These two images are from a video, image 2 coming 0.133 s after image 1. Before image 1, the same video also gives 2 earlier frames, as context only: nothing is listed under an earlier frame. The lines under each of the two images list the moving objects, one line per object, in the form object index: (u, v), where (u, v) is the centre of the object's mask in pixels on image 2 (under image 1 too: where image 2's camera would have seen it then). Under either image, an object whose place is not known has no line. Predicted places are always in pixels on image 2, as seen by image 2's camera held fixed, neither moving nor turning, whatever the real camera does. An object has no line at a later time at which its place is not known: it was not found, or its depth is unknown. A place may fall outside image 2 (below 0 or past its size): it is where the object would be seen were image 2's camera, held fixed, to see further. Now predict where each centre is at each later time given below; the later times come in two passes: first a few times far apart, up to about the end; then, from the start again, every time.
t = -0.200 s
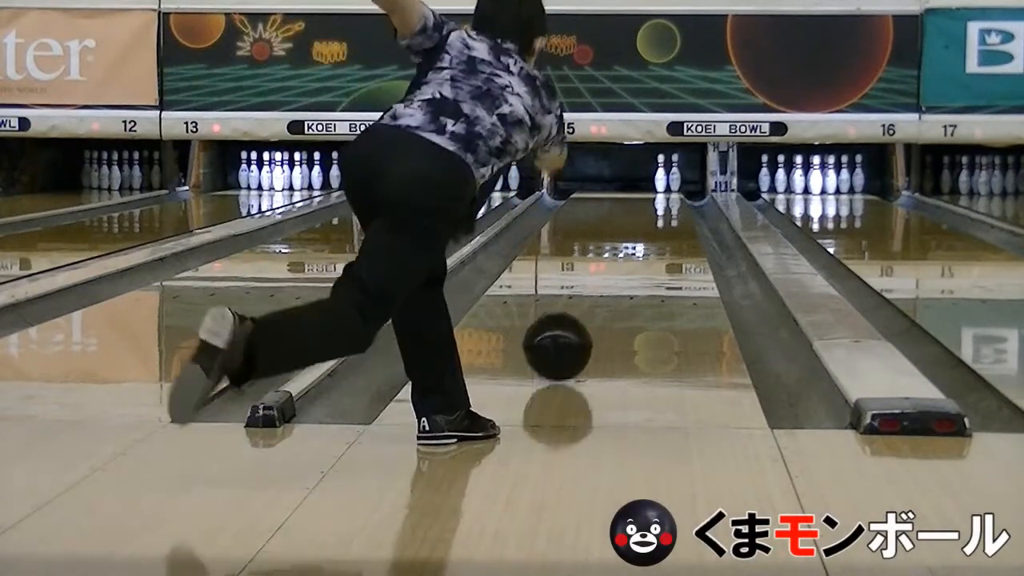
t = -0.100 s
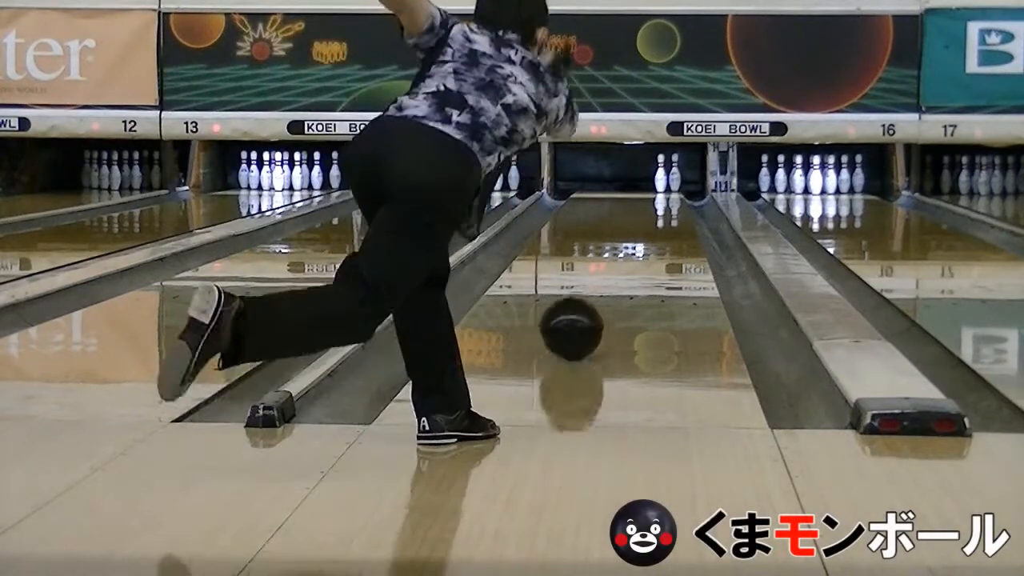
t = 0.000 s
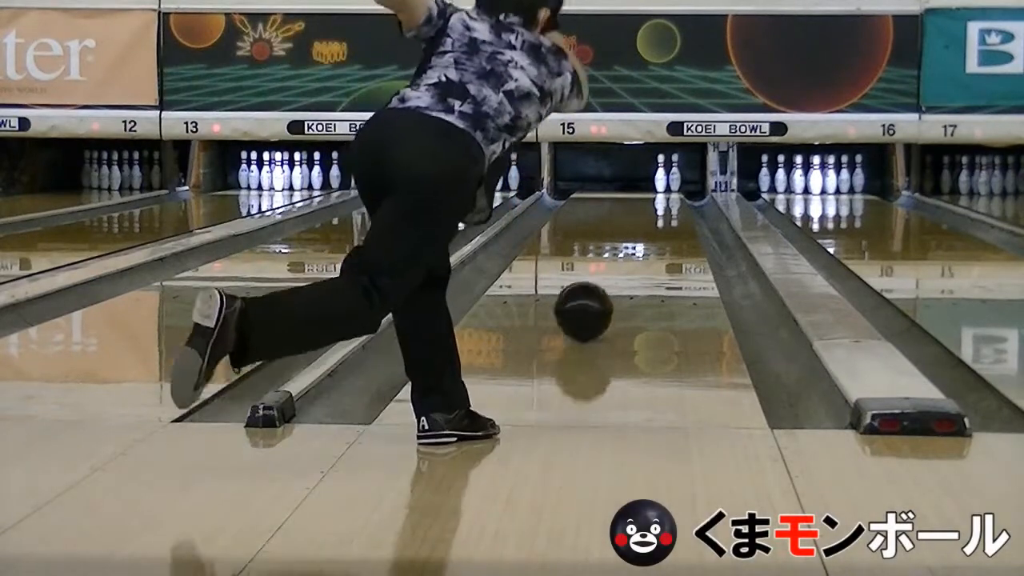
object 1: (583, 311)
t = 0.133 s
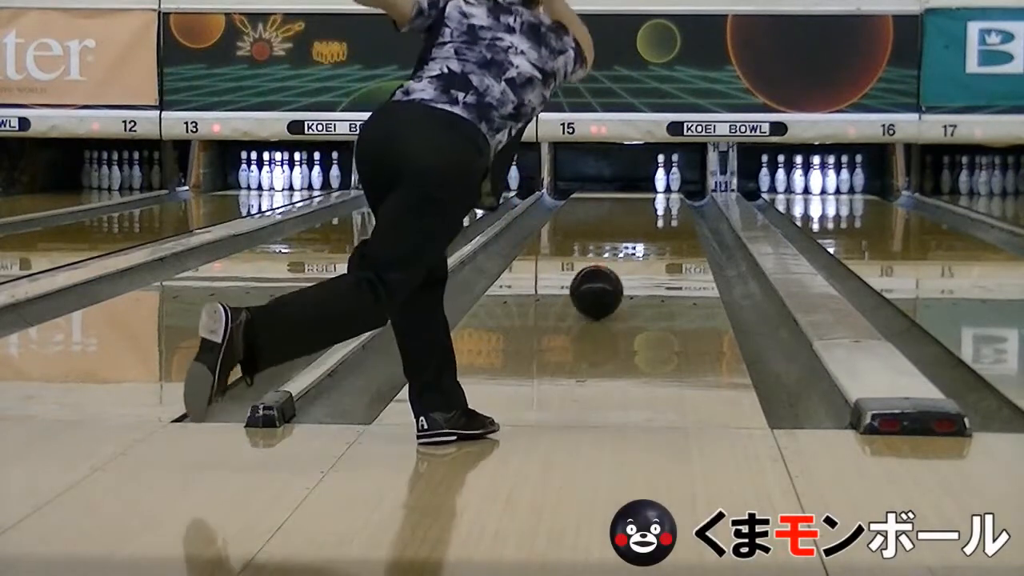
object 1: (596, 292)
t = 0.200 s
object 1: (602, 284)
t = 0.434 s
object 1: (618, 262)
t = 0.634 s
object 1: (629, 246)
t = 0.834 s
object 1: (638, 233)
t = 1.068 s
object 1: (646, 221)
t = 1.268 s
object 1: (652, 213)
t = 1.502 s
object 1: (657, 203)
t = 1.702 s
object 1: (661, 197)
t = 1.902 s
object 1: (664, 191)
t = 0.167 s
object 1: (599, 288)
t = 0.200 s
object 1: (602, 284)
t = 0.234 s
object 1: (605, 280)
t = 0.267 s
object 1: (607, 277)
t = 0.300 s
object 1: (610, 273)
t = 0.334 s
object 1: (612, 270)
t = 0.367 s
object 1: (614, 267)
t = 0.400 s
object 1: (616, 264)
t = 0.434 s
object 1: (618, 262)
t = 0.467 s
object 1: (620, 259)
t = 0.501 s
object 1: (622, 256)
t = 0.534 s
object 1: (624, 253)
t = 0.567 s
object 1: (626, 251)
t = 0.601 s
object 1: (627, 248)
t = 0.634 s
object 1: (629, 246)
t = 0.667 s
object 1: (630, 244)
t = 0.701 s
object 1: (632, 241)
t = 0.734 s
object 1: (634, 239)
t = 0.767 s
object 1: (635, 237)
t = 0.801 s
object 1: (637, 235)
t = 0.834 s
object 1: (638, 233)
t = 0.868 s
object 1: (639, 231)
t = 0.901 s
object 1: (641, 229)
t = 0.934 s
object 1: (642, 228)
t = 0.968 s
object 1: (643, 226)
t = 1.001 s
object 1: (644, 224)
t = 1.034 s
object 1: (645, 223)
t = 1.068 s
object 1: (646, 221)
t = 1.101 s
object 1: (648, 219)
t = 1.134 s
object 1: (649, 218)
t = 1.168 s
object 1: (649, 217)
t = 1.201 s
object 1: (651, 215)
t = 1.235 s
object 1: (652, 214)
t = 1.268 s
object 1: (652, 213)
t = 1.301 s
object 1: (654, 211)
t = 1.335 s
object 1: (654, 210)
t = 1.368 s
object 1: (654, 209)
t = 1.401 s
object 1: (655, 207)
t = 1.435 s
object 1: (656, 206)
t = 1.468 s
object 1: (657, 205)
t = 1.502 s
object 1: (657, 203)
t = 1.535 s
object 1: (658, 202)
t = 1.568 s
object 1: (659, 201)
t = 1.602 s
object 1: (660, 200)
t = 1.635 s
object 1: (660, 199)
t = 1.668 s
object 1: (661, 198)
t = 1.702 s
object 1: (661, 197)
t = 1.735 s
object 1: (662, 196)
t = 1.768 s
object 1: (662, 195)
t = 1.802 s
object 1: (663, 193)
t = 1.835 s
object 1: (663, 193)
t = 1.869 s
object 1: (664, 192)
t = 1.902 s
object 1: (664, 191)
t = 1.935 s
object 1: (664, 190)
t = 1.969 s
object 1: (664, 189)
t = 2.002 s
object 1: (665, 189)
